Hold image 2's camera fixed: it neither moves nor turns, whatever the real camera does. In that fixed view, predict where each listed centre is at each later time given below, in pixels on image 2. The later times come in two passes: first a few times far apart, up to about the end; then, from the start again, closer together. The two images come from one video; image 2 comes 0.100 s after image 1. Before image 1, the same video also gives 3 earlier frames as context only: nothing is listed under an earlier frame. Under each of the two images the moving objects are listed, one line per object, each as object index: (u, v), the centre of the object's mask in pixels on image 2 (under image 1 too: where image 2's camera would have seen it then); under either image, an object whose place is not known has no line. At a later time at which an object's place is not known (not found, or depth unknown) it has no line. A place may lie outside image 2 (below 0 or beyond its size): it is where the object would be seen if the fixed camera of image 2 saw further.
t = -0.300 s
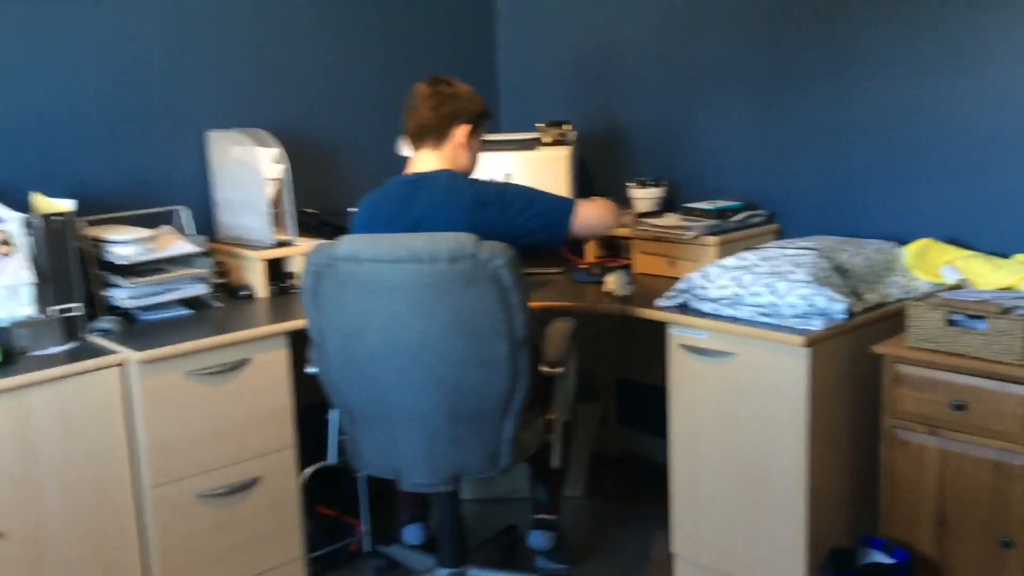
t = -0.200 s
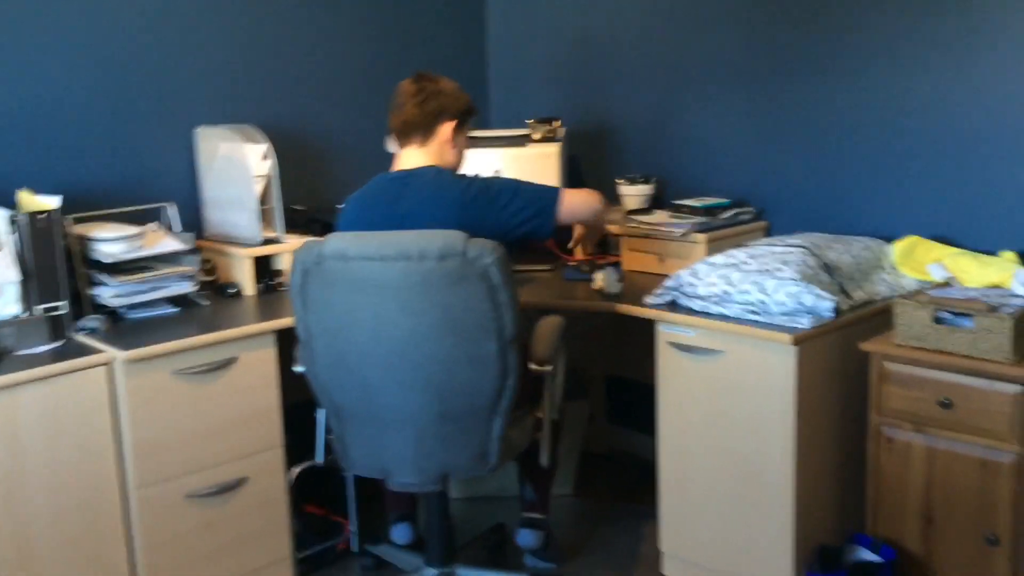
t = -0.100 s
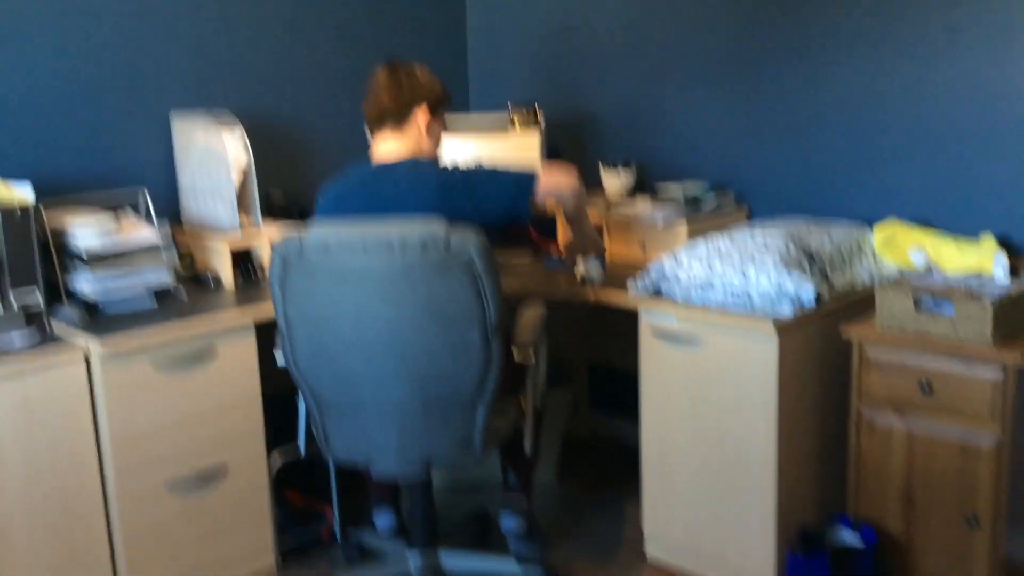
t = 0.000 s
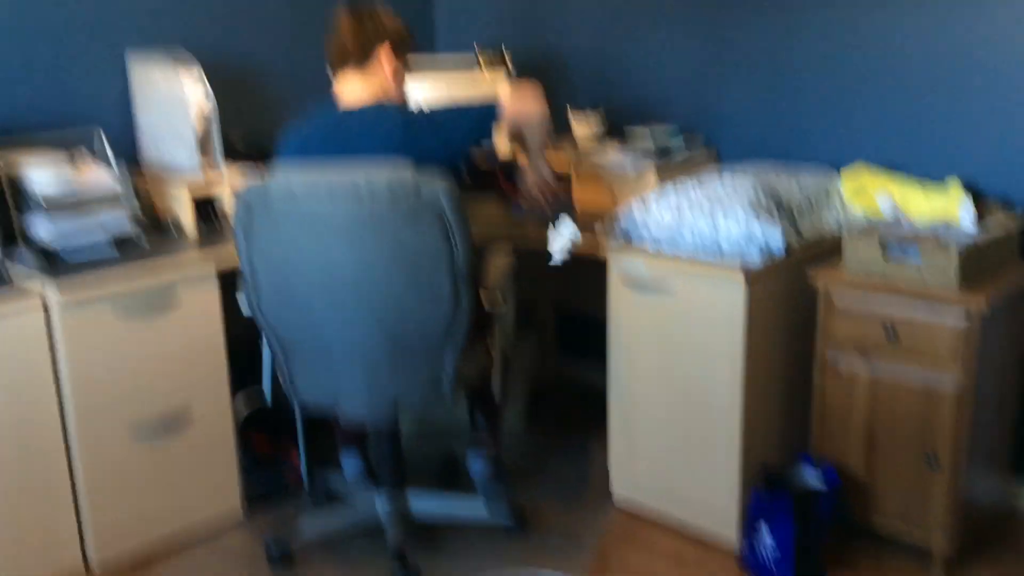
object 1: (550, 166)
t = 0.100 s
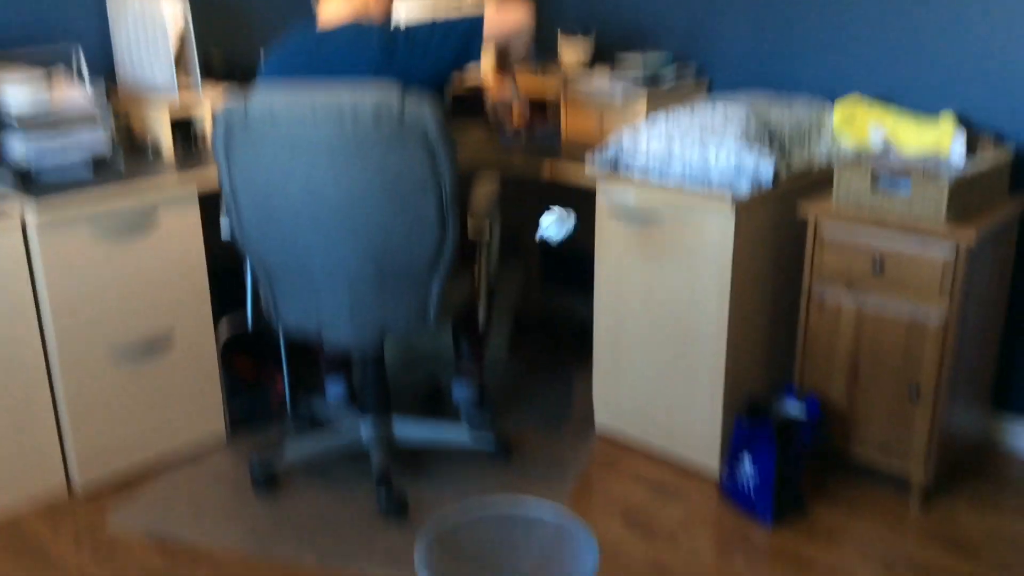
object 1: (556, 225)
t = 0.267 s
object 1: (546, 425)
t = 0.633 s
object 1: (503, 691)
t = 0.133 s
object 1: (555, 255)
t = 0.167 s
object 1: (557, 286)
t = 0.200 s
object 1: (556, 326)
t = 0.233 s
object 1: (552, 374)
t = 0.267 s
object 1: (546, 425)
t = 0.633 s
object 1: (503, 691)
